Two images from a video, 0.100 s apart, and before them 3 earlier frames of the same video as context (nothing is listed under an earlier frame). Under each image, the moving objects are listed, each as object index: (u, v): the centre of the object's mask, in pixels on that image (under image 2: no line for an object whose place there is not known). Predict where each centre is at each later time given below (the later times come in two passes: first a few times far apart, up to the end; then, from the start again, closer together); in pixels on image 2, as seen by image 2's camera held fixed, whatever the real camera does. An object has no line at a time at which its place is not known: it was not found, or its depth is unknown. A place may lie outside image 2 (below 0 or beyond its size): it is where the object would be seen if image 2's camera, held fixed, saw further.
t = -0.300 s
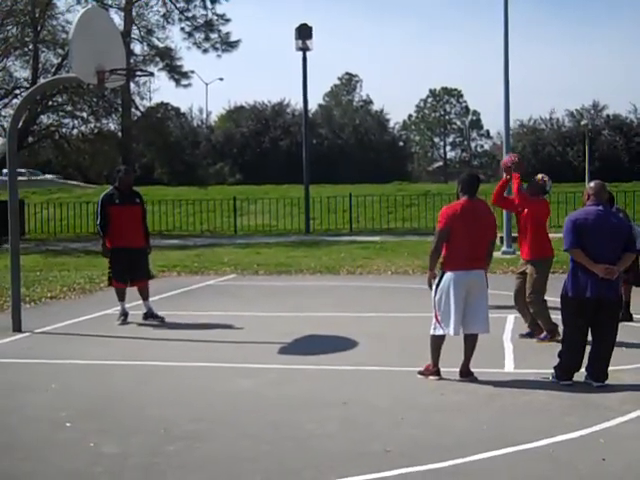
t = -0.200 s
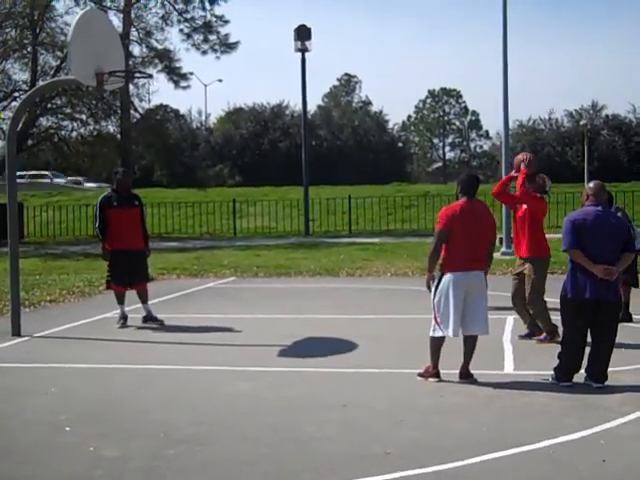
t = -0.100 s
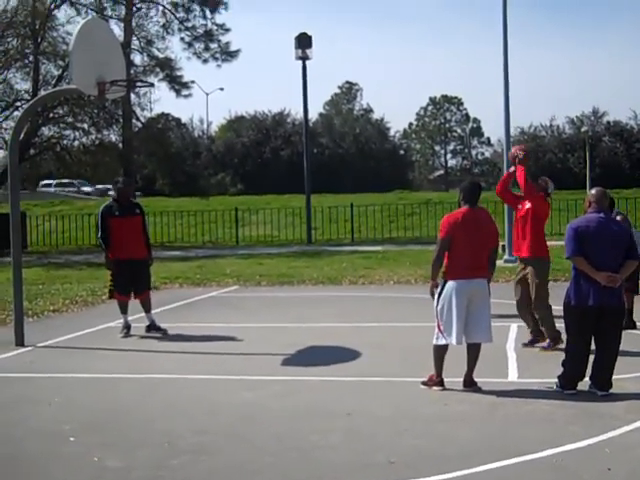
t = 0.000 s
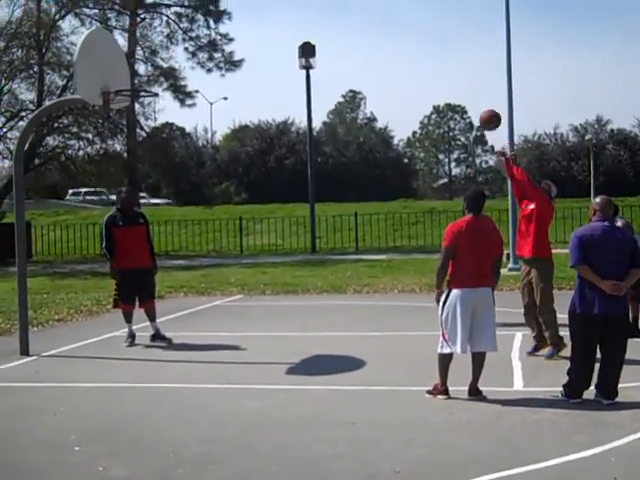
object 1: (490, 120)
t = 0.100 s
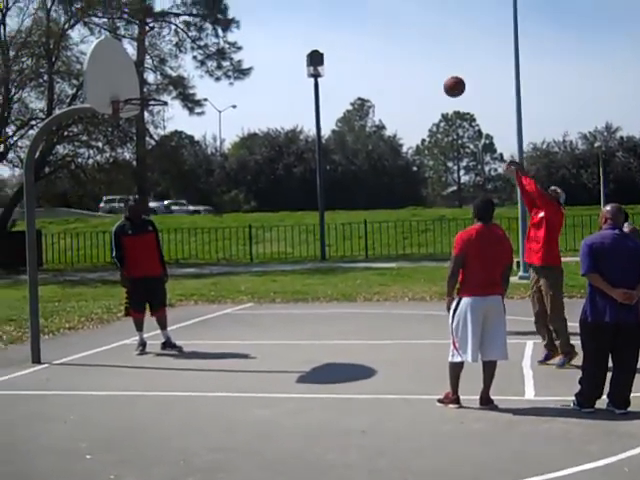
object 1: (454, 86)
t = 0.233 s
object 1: (397, 46)
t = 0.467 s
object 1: (304, 17)
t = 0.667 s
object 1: (232, 30)
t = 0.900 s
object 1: (153, 86)
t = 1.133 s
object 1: (168, 76)
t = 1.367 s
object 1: (217, 90)
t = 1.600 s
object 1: (266, 147)
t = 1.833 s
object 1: (317, 248)
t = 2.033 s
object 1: (353, 325)
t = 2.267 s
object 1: (359, 241)
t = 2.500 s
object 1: (367, 199)
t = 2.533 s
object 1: (368, 197)
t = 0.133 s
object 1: (439, 75)
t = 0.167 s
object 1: (425, 65)
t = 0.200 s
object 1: (410, 55)
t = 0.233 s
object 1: (397, 46)
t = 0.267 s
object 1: (382, 40)
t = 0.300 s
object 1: (369, 33)
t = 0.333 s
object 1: (355, 28)
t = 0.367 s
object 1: (342, 24)
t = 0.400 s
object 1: (329, 21)
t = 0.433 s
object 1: (317, 18)
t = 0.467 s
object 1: (304, 17)
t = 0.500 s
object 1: (291, 17)
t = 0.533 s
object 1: (279, 18)
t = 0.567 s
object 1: (267, 20)
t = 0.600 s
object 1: (255, 22)
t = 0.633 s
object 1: (243, 26)
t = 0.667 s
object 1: (232, 30)
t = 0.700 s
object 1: (218, 35)
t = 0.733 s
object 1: (208, 42)
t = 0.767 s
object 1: (197, 50)
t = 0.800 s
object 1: (186, 58)
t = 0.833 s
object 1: (174, 67)
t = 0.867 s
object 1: (164, 76)
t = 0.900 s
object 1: (153, 86)
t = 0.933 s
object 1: (143, 96)
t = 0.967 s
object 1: (136, 93)
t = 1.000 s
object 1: (141, 88)
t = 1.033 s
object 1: (148, 84)
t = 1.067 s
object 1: (154, 81)
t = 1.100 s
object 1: (161, 78)
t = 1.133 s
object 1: (168, 76)
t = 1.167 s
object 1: (176, 76)
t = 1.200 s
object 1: (182, 75)
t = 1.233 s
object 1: (190, 76)
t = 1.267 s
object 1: (196, 78)
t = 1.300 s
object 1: (203, 82)
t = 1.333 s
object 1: (211, 85)
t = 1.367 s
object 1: (217, 90)
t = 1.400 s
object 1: (223, 96)
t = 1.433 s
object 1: (231, 102)
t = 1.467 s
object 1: (238, 109)
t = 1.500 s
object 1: (245, 117)
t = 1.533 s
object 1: (252, 127)
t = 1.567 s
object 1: (258, 136)
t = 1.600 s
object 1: (266, 147)
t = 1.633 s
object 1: (273, 158)
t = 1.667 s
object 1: (279, 171)
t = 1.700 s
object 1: (287, 185)
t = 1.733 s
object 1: (294, 199)
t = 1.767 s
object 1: (301, 214)
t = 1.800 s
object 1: (309, 231)
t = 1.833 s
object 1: (317, 248)
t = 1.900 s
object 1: (331, 286)
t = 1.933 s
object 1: (339, 305)
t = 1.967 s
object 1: (346, 326)
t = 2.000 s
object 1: (352, 341)
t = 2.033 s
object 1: (353, 325)
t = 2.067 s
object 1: (354, 311)
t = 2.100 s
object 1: (355, 297)
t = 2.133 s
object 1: (356, 284)
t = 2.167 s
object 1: (357, 272)
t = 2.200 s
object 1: (357, 260)
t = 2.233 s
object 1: (358, 250)
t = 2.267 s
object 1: (359, 241)
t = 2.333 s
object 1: (361, 224)
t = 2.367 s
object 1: (362, 218)
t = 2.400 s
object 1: (363, 211)
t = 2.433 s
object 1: (364, 206)
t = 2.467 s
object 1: (365, 201)
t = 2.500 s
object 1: (367, 199)
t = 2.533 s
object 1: (368, 197)
